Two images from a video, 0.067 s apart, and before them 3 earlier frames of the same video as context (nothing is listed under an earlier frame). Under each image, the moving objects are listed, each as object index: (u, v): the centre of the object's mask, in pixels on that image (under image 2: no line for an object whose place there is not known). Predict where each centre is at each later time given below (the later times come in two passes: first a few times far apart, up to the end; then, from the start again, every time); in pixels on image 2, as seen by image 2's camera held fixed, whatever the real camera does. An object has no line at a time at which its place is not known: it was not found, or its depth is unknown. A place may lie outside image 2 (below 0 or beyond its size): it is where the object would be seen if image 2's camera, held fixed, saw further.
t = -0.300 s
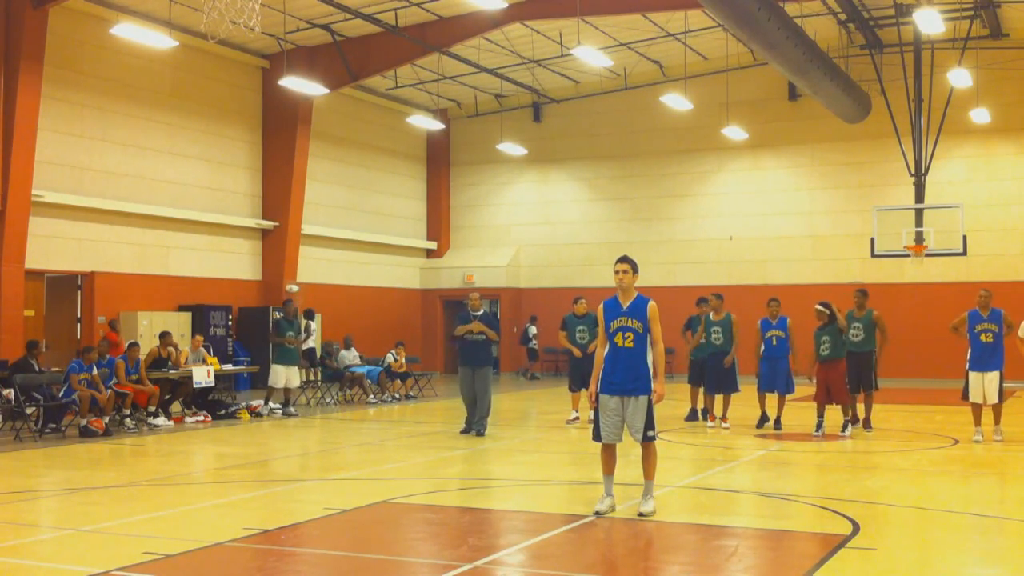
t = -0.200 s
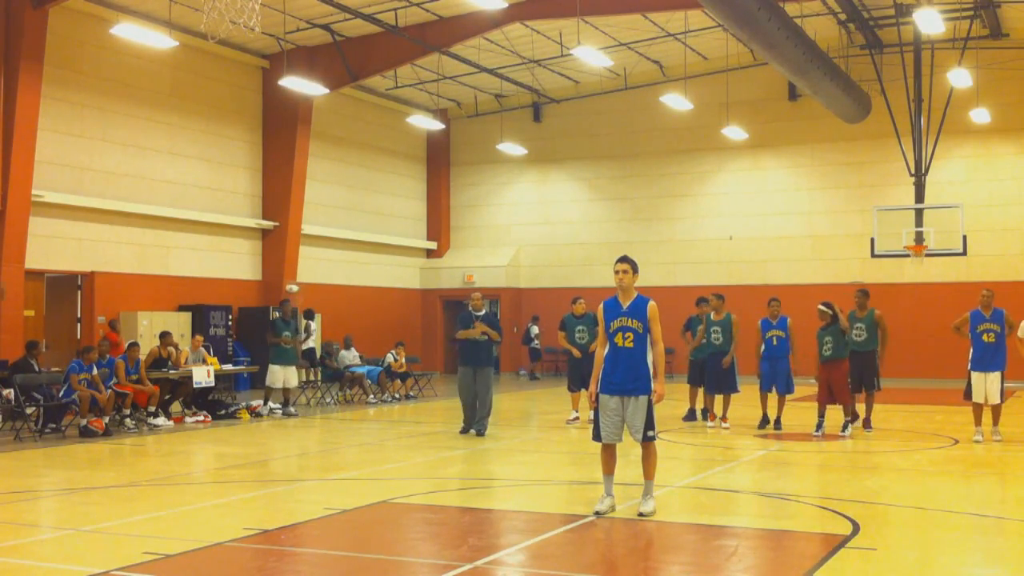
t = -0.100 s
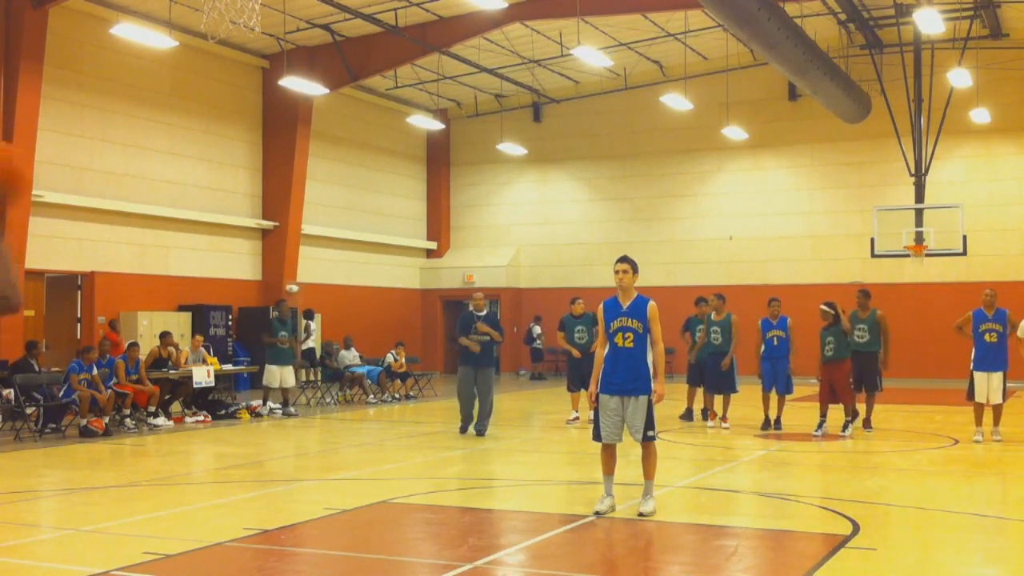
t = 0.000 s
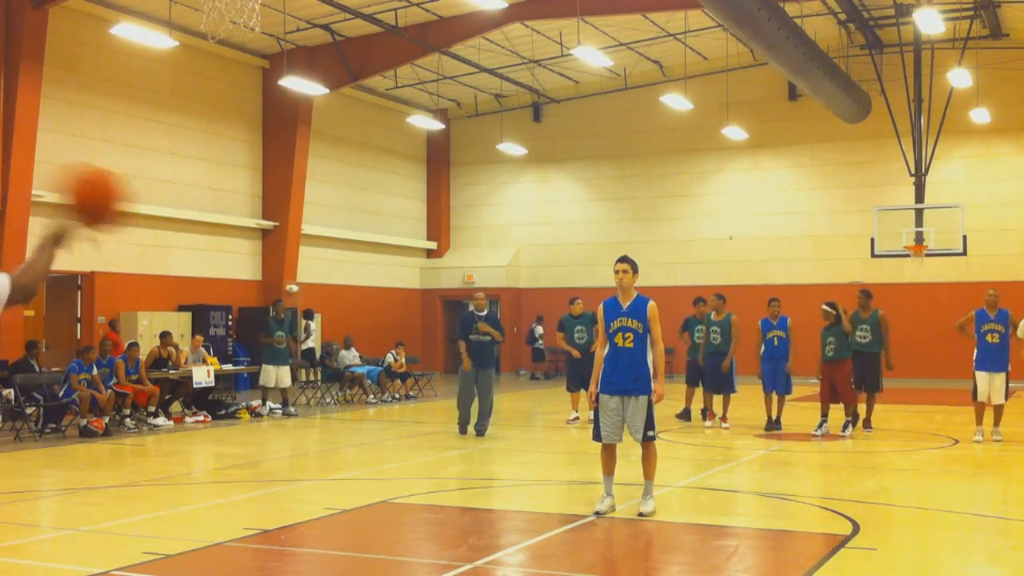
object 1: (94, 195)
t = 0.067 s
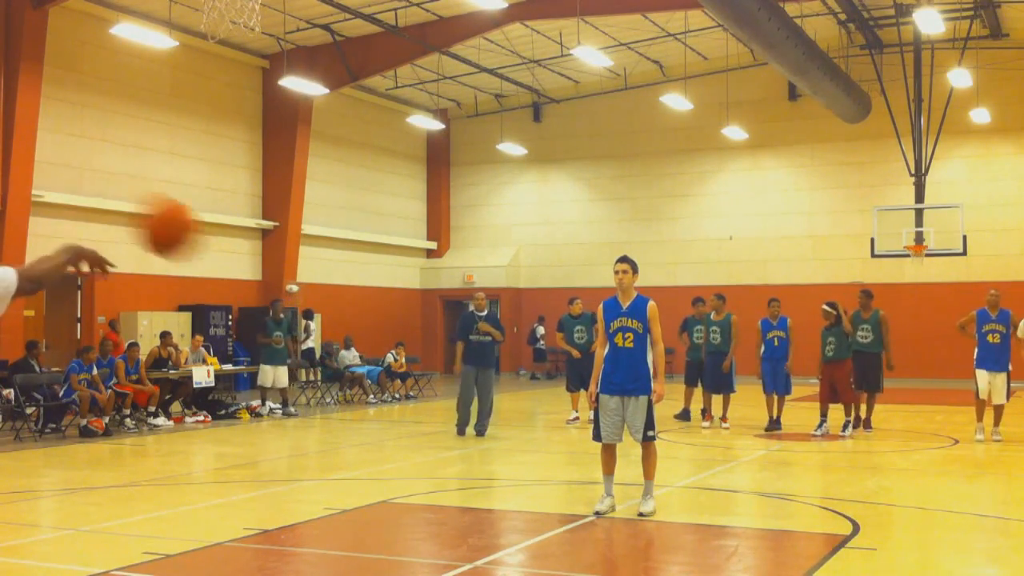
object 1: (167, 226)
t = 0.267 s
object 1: (336, 349)
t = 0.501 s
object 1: (460, 534)
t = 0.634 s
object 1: (491, 451)
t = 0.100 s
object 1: (200, 244)
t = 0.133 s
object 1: (231, 264)
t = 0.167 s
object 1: (262, 285)
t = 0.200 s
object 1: (285, 303)
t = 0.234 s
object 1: (312, 324)
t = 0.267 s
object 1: (336, 349)
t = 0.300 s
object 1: (358, 376)
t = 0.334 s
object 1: (376, 400)
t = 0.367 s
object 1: (395, 427)
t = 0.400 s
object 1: (413, 451)
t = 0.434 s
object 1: (429, 478)
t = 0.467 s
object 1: (445, 505)
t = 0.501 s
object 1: (460, 534)
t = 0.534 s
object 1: (471, 524)
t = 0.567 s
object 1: (477, 497)
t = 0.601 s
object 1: (484, 473)
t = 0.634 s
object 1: (491, 451)
